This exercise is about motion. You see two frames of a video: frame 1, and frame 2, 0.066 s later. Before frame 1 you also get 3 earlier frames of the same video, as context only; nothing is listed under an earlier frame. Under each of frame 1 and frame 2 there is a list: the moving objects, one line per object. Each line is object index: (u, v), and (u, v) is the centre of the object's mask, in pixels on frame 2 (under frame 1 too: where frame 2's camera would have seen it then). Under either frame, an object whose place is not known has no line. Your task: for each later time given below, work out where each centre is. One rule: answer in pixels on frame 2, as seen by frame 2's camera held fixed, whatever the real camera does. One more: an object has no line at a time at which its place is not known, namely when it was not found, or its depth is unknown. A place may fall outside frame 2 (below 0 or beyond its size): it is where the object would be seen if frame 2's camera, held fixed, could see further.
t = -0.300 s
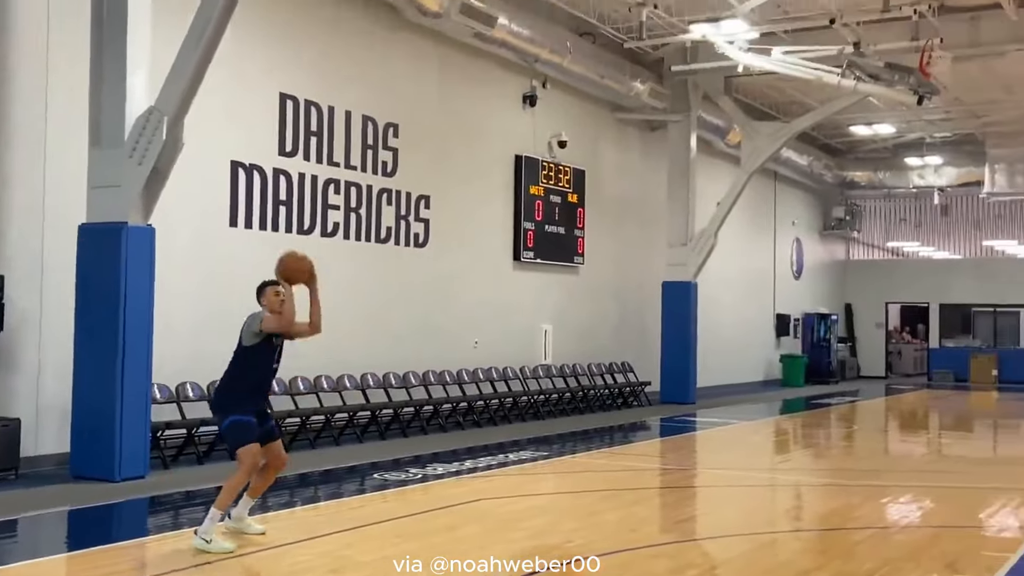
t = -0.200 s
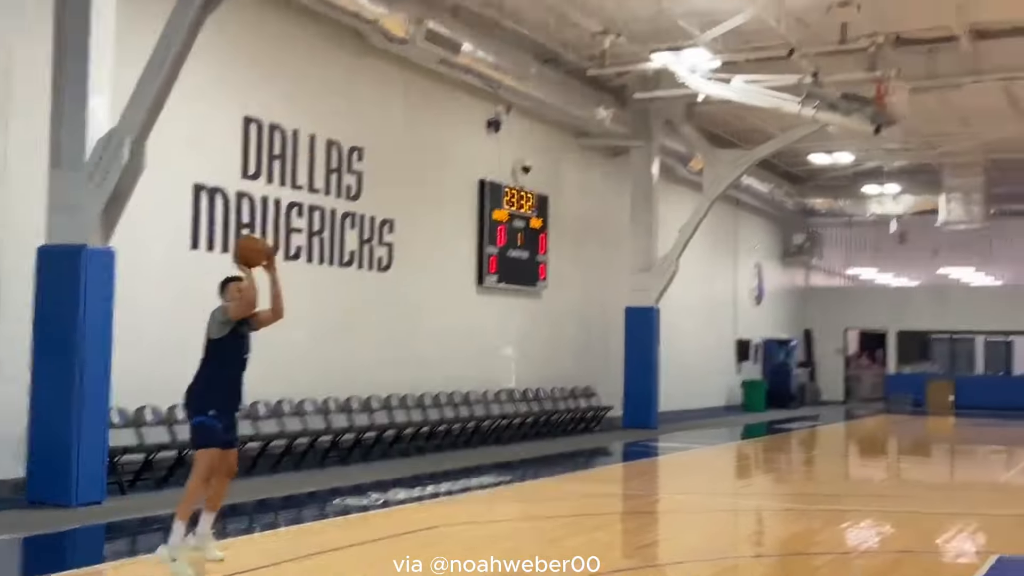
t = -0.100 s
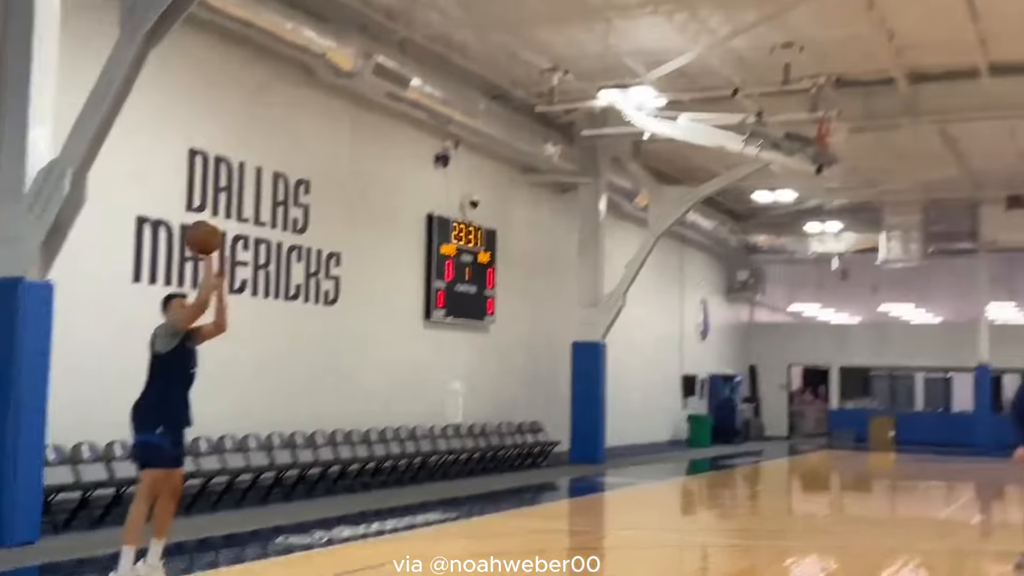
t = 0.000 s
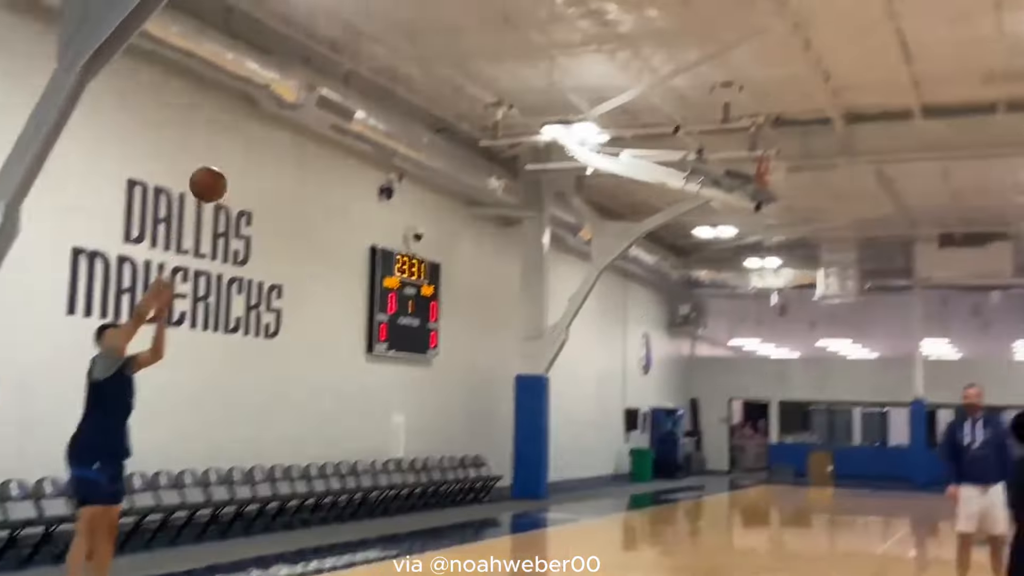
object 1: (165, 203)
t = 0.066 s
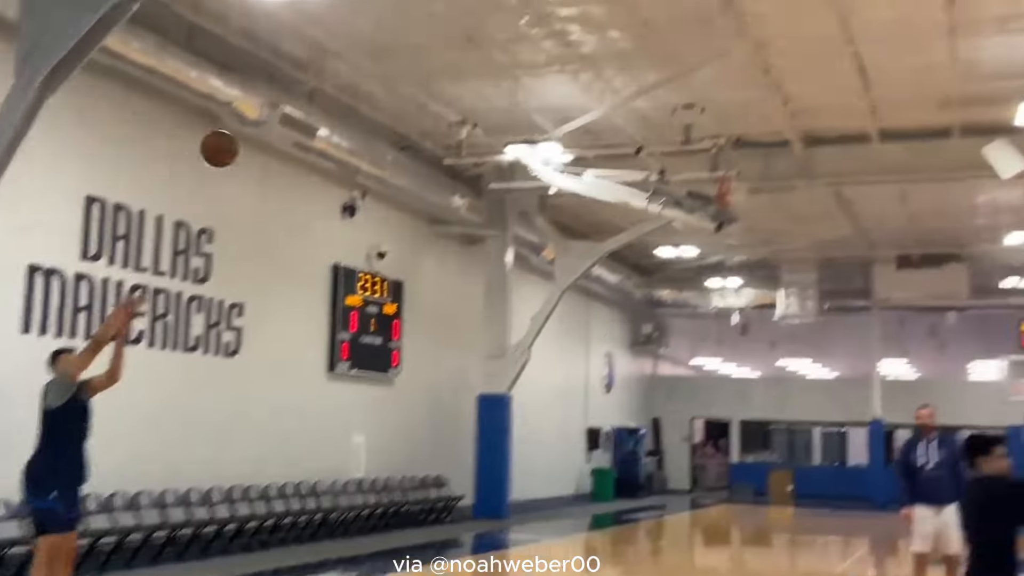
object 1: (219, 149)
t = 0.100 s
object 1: (245, 124)
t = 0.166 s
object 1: (298, 79)
